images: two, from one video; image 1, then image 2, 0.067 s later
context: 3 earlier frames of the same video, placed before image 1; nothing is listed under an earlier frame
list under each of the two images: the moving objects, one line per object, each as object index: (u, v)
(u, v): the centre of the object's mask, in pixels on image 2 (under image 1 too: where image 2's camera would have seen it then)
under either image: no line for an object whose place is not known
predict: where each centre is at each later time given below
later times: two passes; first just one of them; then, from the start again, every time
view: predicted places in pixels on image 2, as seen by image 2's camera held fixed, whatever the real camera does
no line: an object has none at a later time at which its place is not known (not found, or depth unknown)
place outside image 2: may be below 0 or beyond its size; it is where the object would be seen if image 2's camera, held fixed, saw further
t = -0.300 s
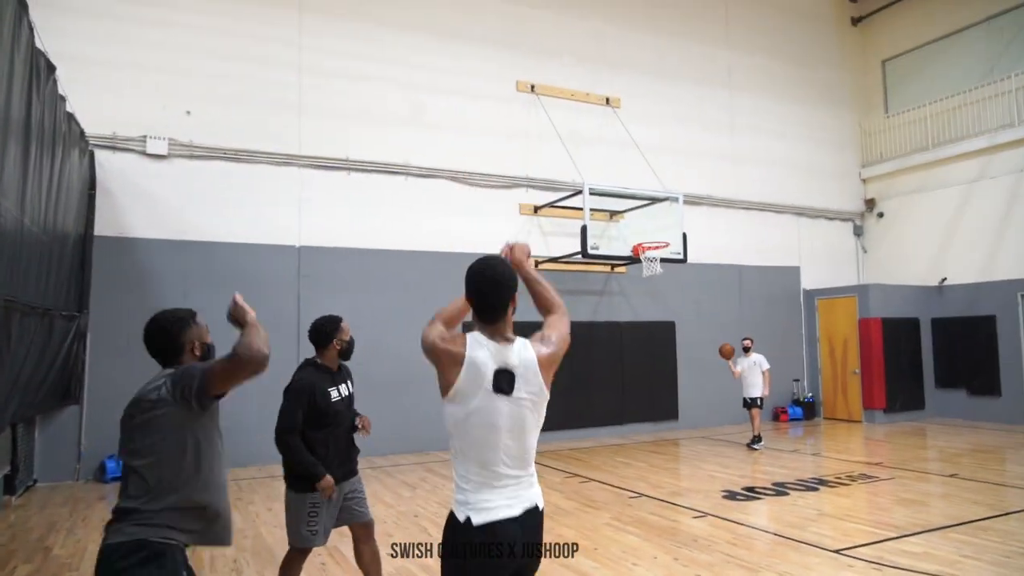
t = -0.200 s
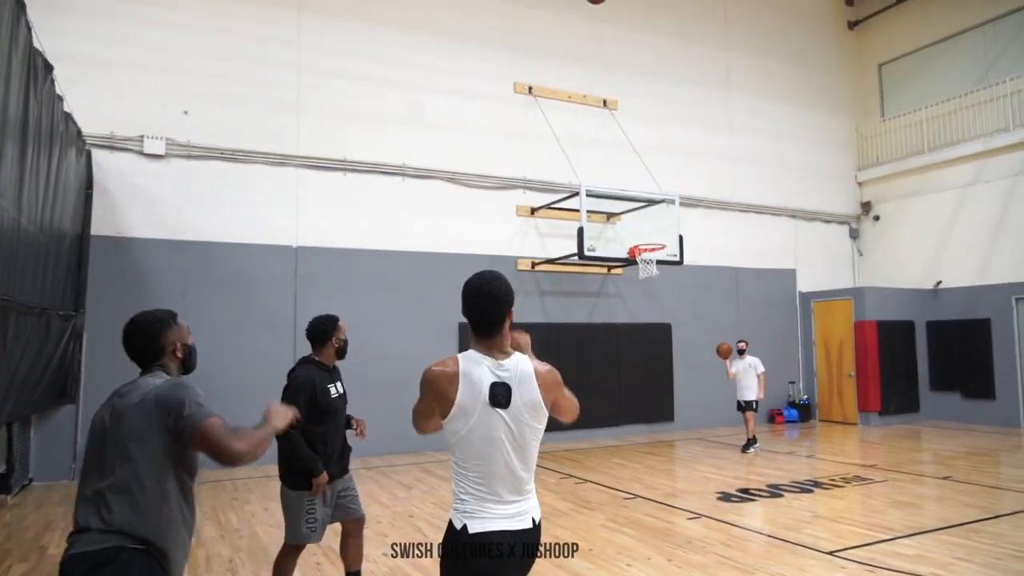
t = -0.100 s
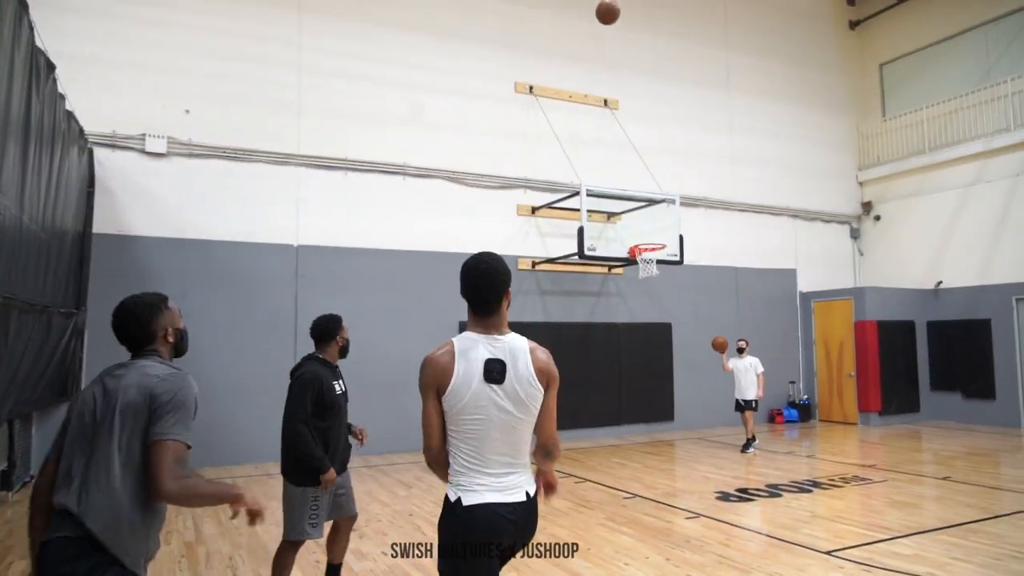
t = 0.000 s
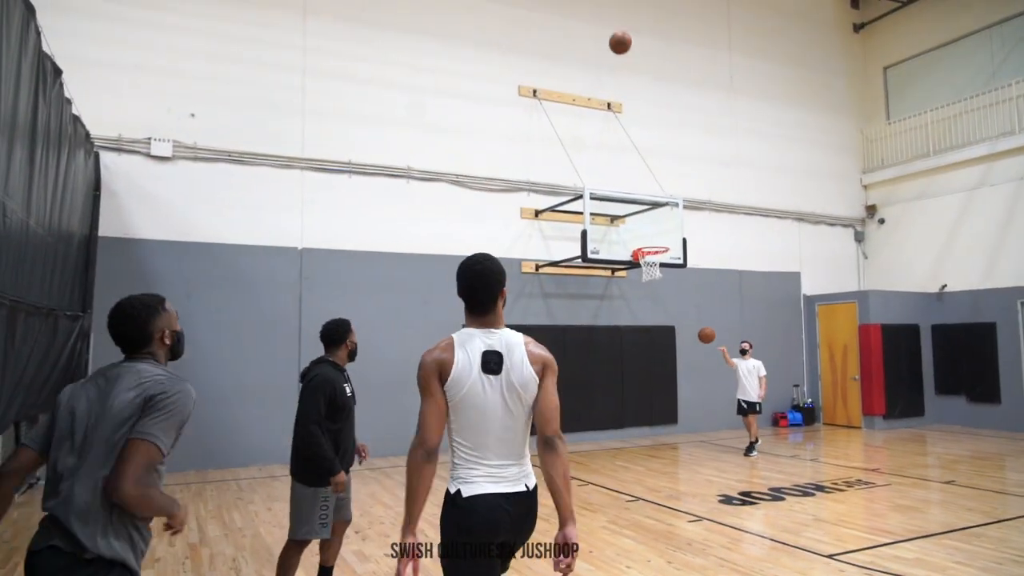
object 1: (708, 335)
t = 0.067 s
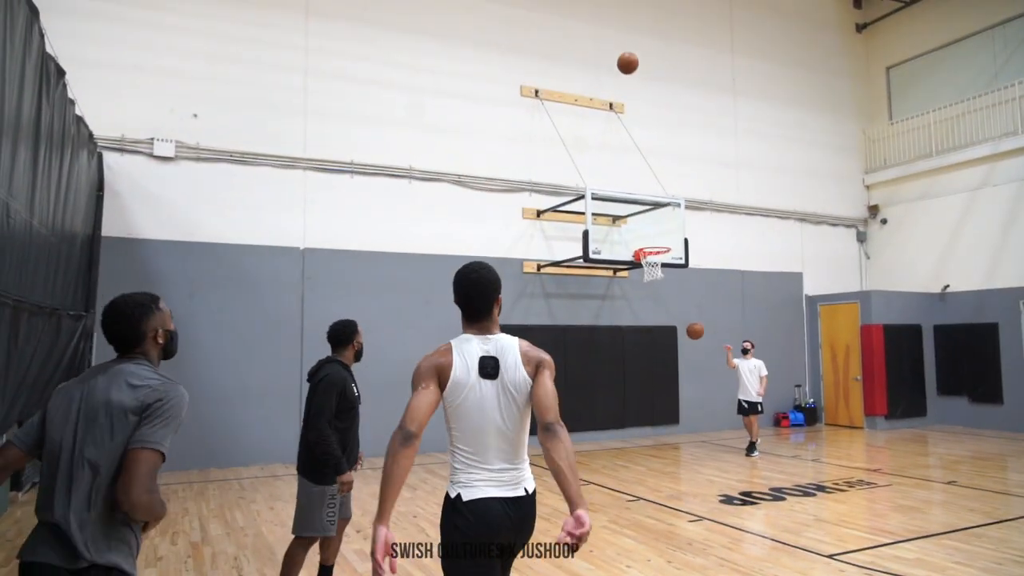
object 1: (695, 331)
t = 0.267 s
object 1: (650, 336)
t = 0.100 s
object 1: (688, 329)
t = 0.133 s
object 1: (681, 329)
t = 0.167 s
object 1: (674, 329)
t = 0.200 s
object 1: (666, 331)
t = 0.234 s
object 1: (658, 333)
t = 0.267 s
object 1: (650, 336)
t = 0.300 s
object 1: (642, 340)
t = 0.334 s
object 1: (633, 345)
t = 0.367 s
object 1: (624, 351)
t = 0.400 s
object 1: (614, 359)
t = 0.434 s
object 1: (604, 367)
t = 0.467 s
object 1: (595, 377)
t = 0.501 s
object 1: (585, 389)
